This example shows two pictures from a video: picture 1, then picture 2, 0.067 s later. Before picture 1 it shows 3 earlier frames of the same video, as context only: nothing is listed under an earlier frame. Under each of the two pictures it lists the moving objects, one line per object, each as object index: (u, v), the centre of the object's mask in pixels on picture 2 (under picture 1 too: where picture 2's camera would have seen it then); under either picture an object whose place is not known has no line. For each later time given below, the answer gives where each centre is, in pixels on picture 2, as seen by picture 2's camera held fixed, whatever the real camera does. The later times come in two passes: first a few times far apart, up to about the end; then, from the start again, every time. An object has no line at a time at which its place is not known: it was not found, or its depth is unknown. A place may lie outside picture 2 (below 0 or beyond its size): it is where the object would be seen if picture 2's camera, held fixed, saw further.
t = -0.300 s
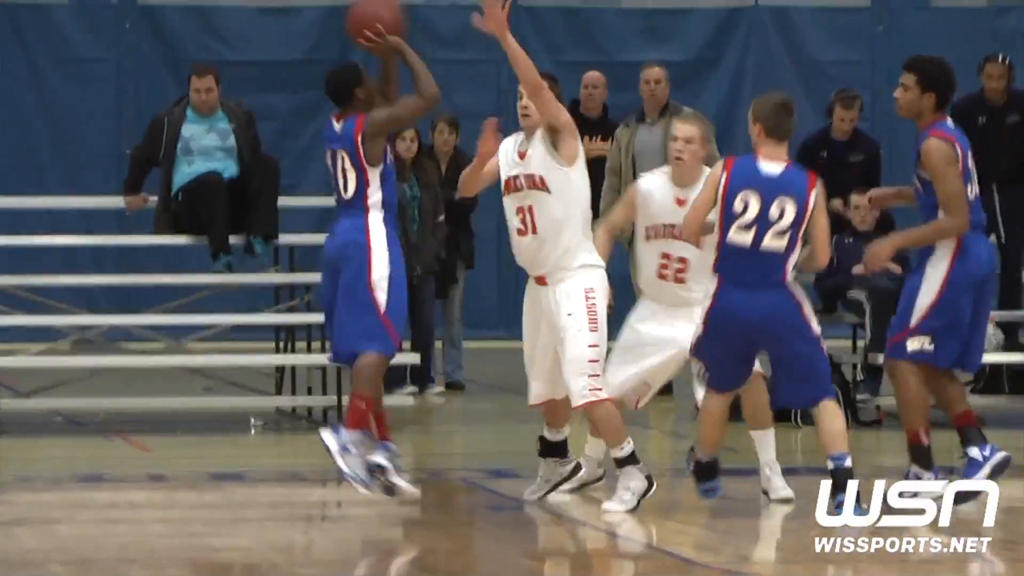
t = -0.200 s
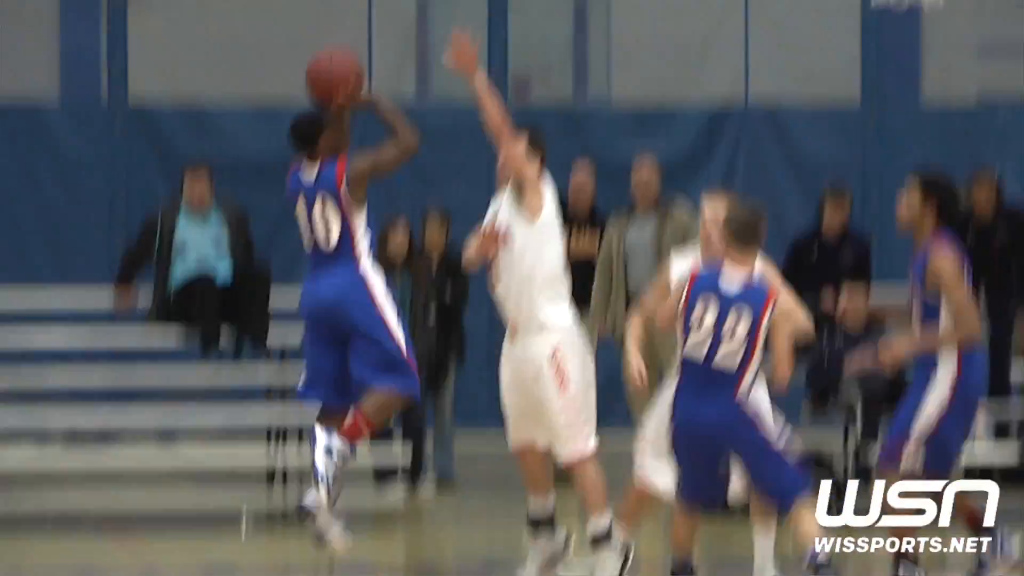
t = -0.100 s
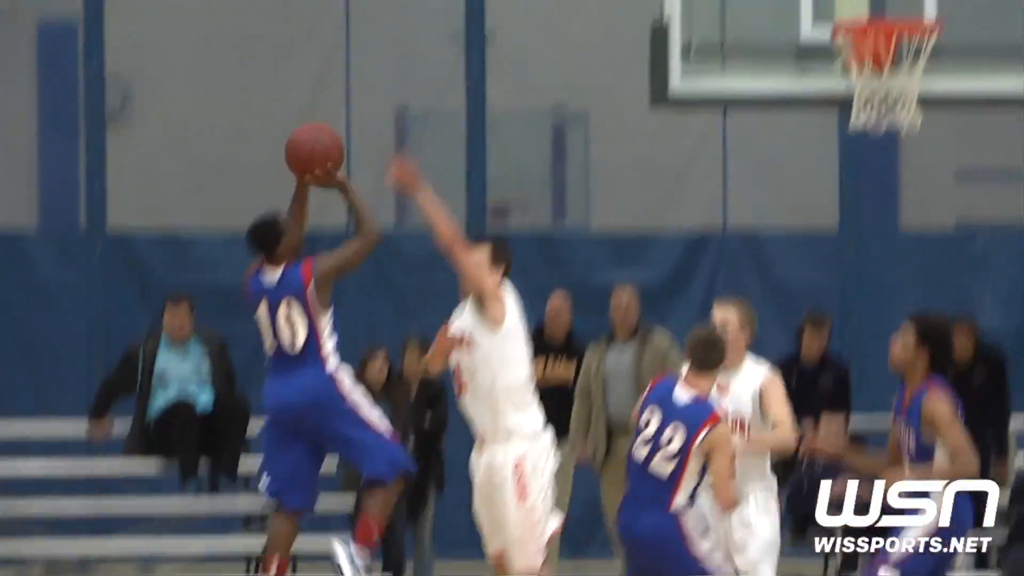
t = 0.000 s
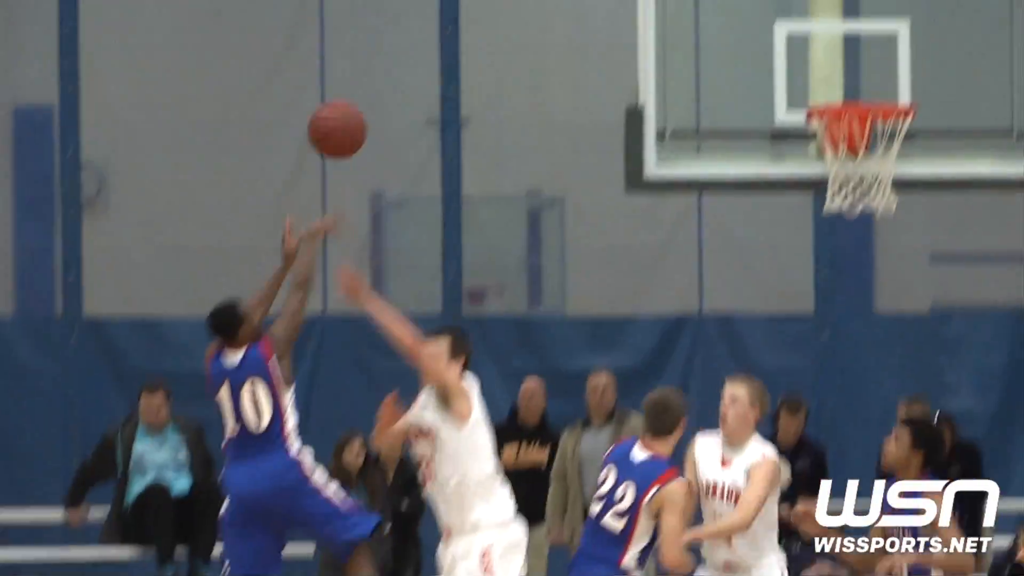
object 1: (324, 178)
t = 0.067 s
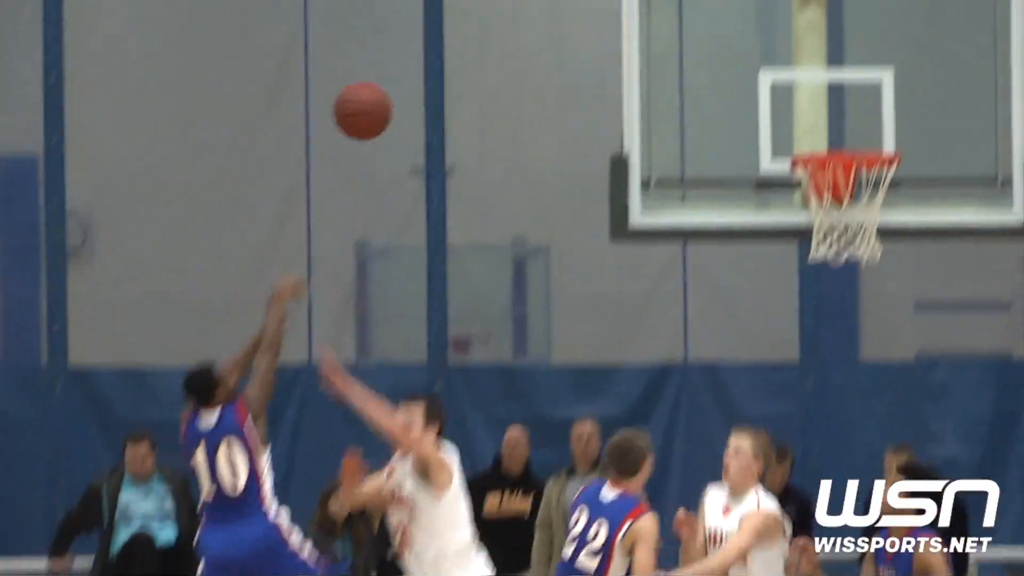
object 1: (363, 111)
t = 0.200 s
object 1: (440, 8)
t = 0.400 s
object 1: (557, -66)
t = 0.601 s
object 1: (672, -44)
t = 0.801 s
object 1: (783, 67)
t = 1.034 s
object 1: (832, 67)
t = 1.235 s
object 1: (838, 61)
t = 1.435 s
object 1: (847, 141)
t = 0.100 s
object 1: (382, 81)
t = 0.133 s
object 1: (401, 54)
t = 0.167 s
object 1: (420, 29)
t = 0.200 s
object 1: (440, 8)
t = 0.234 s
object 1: (459, -11)
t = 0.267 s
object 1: (479, -27)
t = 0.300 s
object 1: (499, -41)
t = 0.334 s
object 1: (518, -52)
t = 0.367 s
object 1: (538, -60)
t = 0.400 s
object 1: (557, -66)
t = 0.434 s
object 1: (576, -69)
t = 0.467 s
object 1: (596, -69)
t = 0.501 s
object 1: (615, -67)
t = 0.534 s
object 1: (634, -62)
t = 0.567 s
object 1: (653, -55)
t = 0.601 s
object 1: (672, -44)
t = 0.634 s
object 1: (691, -32)
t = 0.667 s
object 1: (710, -16)
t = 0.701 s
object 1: (729, 1)
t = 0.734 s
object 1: (747, 20)
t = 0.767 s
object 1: (765, 42)
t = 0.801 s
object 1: (783, 67)
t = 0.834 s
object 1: (802, 95)
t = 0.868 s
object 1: (820, 123)
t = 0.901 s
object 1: (827, 124)
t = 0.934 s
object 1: (828, 106)
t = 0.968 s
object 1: (830, 91)
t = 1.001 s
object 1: (831, 77)
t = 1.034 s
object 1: (832, 67)
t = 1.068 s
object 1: (834, 59)
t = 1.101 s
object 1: (835, 54)
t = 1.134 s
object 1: (836, 51)
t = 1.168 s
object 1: (836, 52)
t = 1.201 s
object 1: (837, 56)
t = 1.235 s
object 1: (838, 61)
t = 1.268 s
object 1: (839, 69)
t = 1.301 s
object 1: (841, 78)
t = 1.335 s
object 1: (842, 91)
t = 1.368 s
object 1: (844, 106)
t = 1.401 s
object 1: (846, 122)
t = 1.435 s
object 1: (847, 141)
